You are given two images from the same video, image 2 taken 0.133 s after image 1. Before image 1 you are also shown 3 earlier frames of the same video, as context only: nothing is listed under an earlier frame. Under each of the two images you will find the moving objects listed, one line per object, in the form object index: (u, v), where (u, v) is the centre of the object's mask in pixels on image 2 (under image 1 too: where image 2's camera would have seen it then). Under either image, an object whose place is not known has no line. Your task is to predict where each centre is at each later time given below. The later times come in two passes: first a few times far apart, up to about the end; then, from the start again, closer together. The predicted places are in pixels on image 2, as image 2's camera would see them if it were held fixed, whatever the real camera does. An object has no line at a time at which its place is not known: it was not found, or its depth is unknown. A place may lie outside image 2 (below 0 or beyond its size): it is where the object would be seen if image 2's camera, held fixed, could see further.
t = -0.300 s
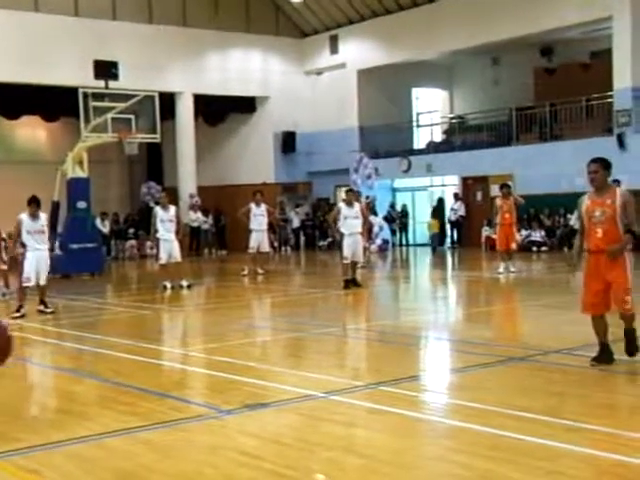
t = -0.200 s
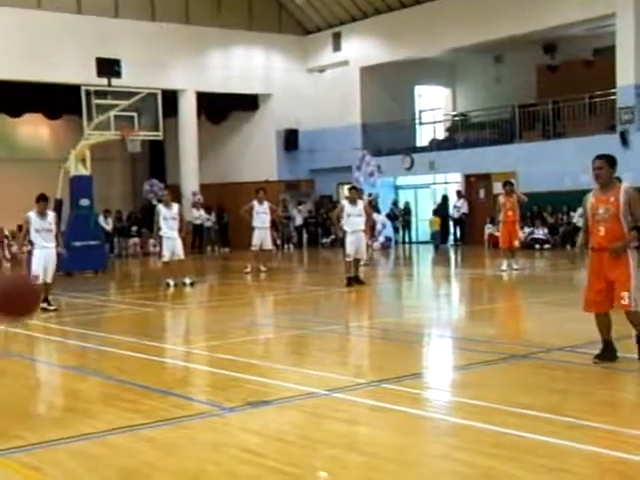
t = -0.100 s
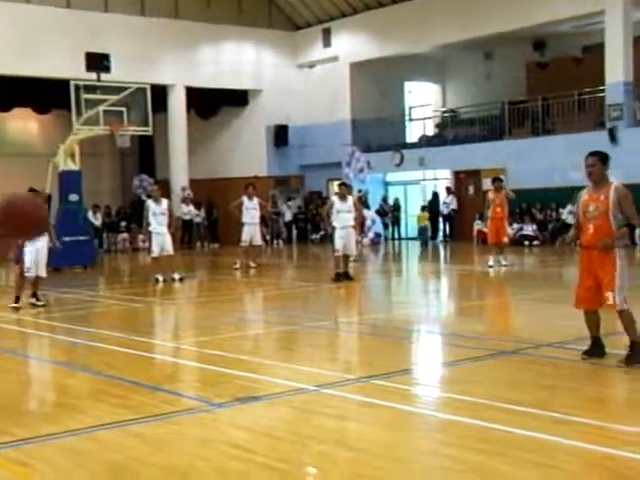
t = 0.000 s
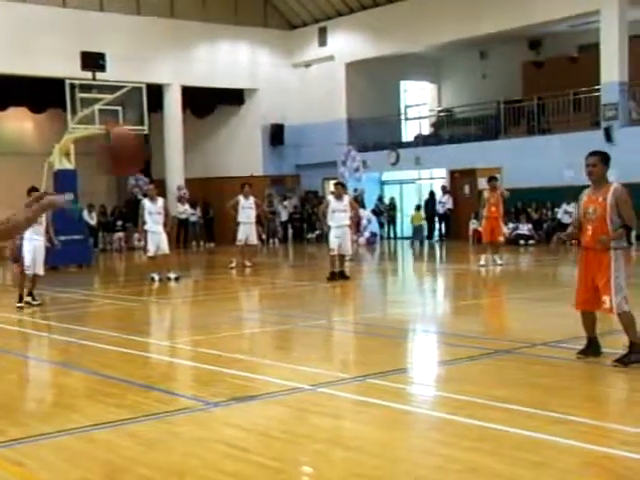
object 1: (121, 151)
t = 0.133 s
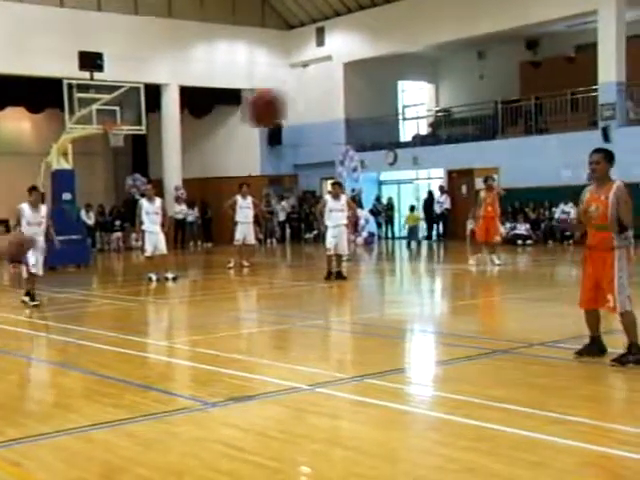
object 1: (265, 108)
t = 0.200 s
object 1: (321, 99)
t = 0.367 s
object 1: (440, 112)
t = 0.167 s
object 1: (294, 103)
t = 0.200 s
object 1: (321, 99)
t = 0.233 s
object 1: (348, 98)
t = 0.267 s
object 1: (373, 99)
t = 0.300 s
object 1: (394, 102)
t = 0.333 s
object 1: (420, 105)
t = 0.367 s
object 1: (440, 112)
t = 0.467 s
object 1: (496, 131)
